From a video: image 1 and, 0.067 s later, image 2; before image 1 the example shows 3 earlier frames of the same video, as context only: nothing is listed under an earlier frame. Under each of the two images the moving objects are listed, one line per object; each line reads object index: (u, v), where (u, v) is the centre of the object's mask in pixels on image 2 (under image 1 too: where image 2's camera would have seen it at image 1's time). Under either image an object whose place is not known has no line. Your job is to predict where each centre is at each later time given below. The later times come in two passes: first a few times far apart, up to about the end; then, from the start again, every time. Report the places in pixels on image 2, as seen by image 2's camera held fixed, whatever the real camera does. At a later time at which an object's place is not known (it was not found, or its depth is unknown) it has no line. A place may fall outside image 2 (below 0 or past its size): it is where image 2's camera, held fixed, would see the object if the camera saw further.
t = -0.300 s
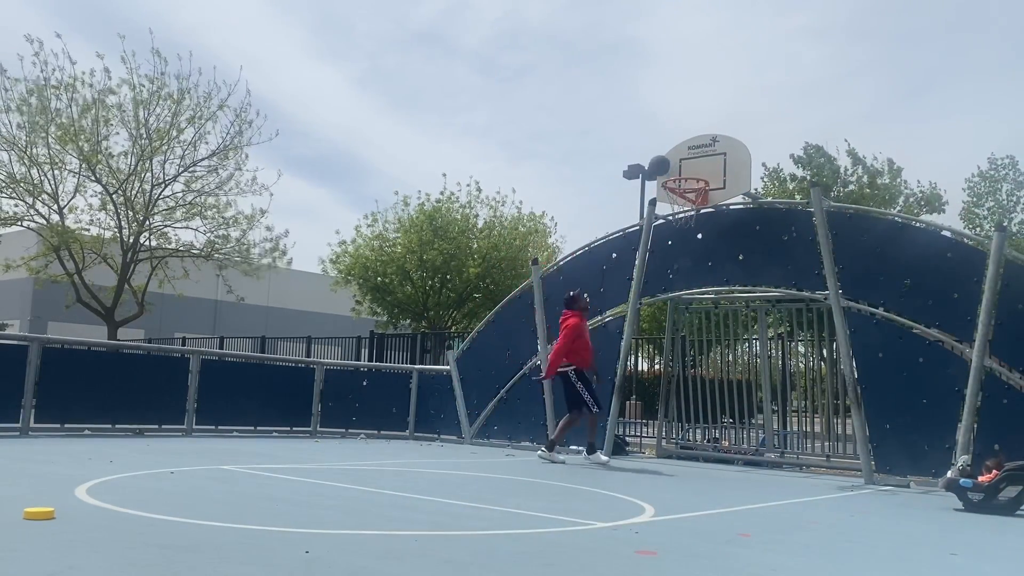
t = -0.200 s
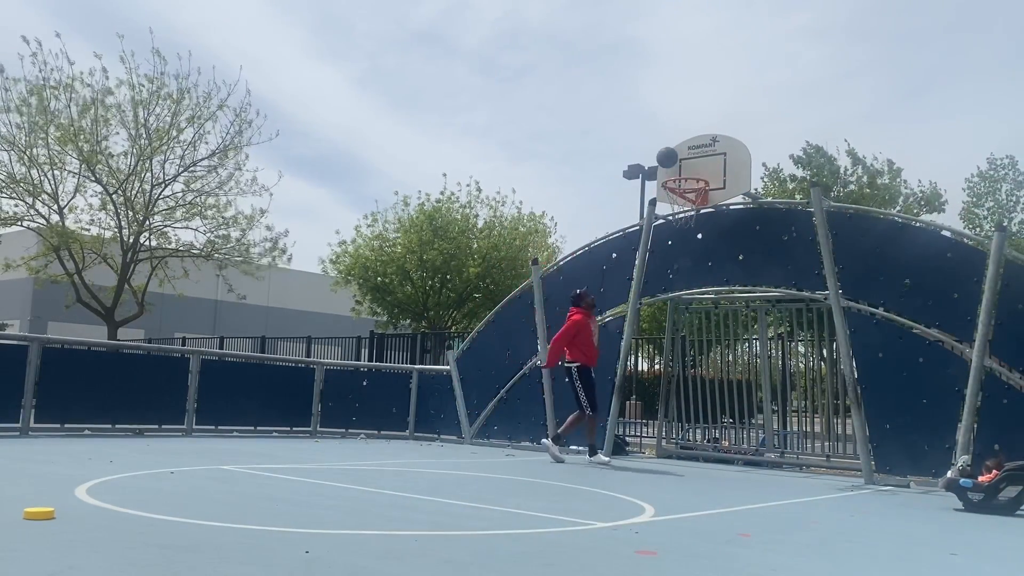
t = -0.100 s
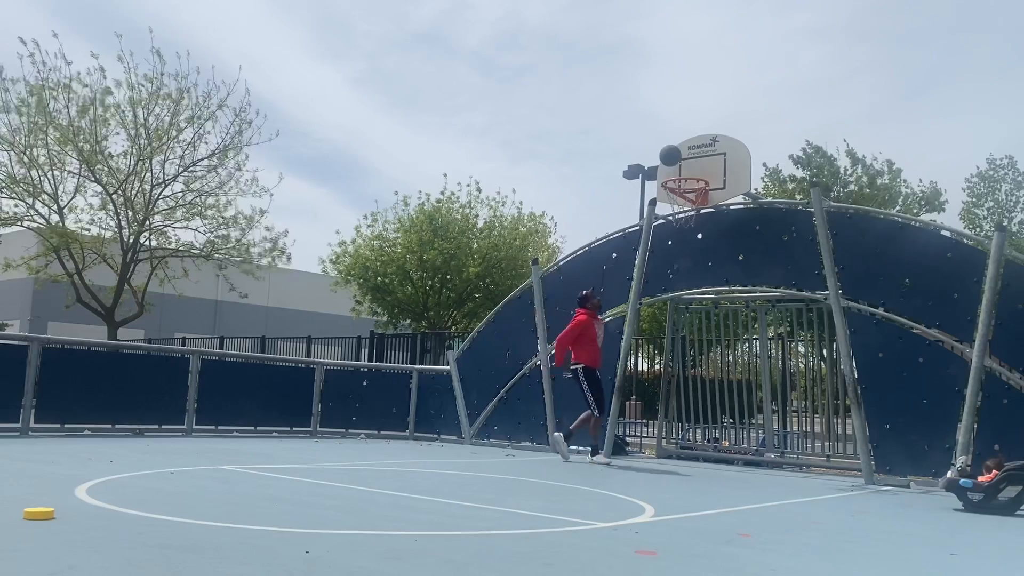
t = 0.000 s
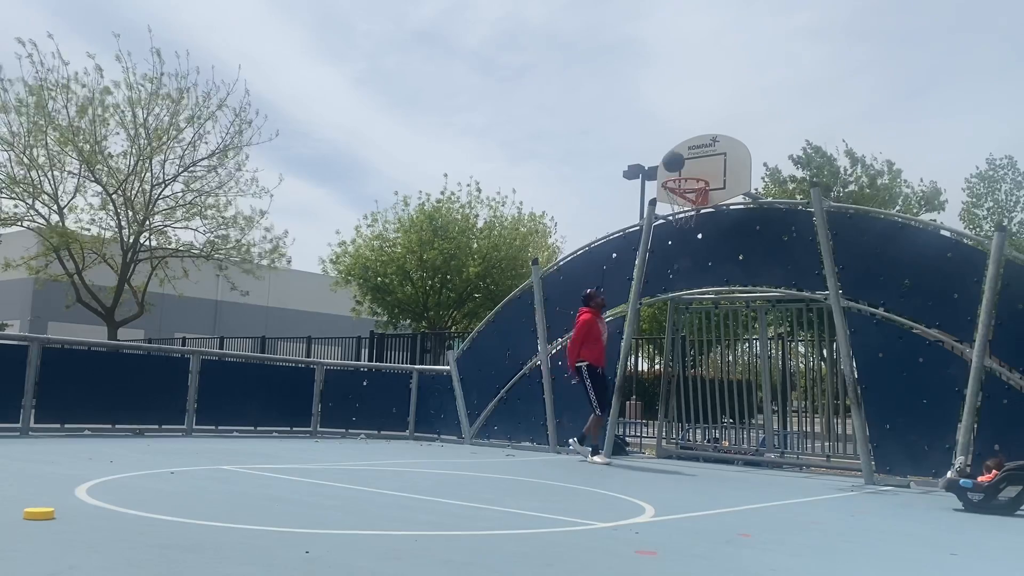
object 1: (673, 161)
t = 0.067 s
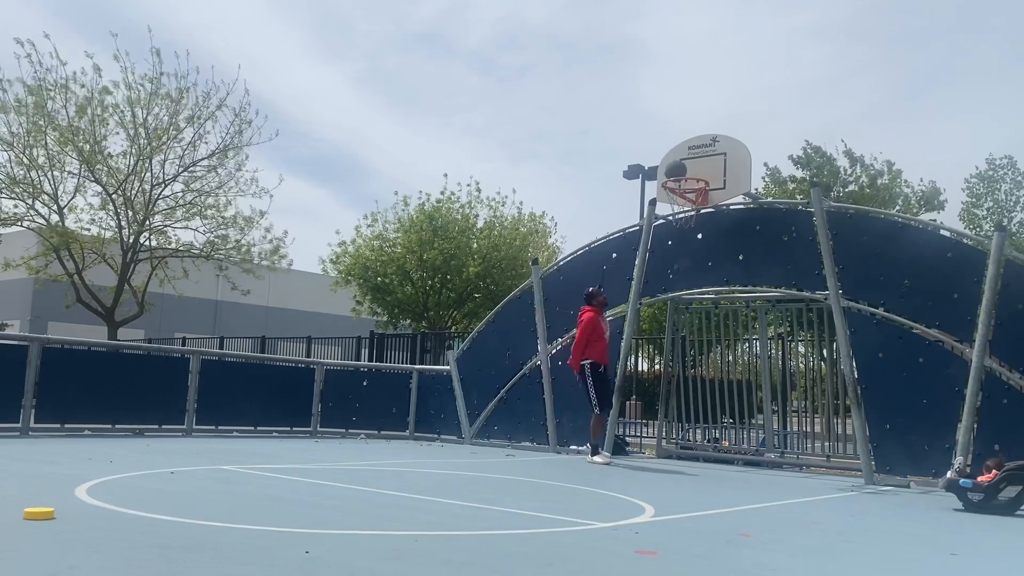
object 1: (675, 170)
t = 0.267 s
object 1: (689, 187)
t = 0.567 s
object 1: (672, 207)
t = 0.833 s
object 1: (674, 268)
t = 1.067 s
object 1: (675, 377)
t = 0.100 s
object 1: (678, 175)
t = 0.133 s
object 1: (682, 177)
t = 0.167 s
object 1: (686, 179)
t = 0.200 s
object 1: (690, 183)
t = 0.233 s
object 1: (693, 185)
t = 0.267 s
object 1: (689, 187)
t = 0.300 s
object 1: (685, 188)
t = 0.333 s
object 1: (680, 191)
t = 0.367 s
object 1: (676, 194)
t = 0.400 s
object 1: (673, 196)
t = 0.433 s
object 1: (672, 199)
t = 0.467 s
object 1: (671, 201)
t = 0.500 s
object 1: (671, 203)
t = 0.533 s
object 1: (671, 205)
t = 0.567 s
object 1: (672, 207)
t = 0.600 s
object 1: (672, 211)
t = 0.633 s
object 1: (673, 214)
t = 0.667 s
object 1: (673, 220)
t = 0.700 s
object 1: (673, 229)
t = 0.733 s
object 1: (673, 237)
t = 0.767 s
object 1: (674, 247)
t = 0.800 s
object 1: (674, 257)
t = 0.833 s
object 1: (674, 268)
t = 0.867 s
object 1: (674, 280)
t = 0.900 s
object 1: (675, 294)
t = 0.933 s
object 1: (675, 308)
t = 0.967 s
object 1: (675, 323)
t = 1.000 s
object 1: (676, 340)
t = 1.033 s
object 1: (676, 358)
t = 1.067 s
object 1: (675, 377)
